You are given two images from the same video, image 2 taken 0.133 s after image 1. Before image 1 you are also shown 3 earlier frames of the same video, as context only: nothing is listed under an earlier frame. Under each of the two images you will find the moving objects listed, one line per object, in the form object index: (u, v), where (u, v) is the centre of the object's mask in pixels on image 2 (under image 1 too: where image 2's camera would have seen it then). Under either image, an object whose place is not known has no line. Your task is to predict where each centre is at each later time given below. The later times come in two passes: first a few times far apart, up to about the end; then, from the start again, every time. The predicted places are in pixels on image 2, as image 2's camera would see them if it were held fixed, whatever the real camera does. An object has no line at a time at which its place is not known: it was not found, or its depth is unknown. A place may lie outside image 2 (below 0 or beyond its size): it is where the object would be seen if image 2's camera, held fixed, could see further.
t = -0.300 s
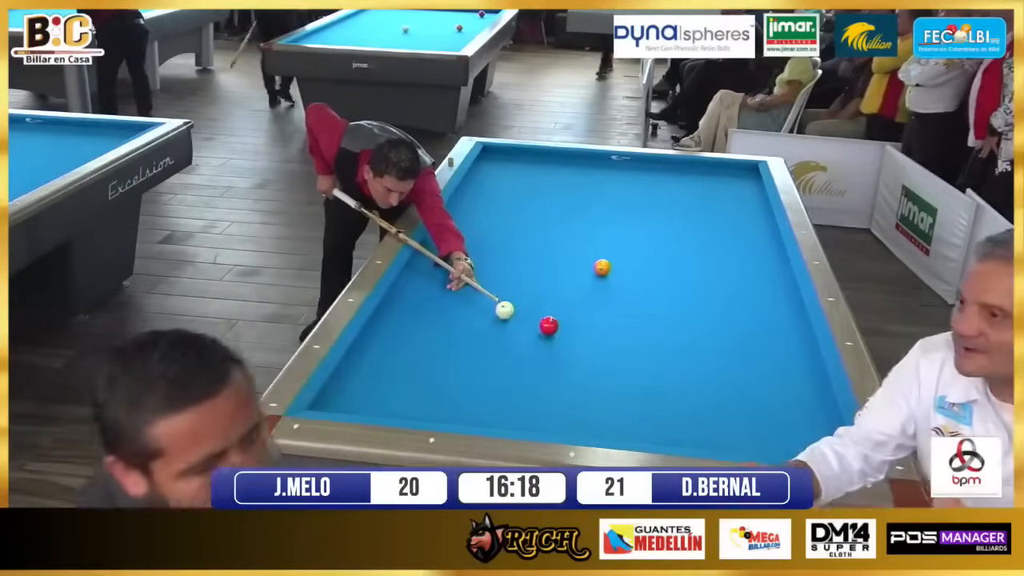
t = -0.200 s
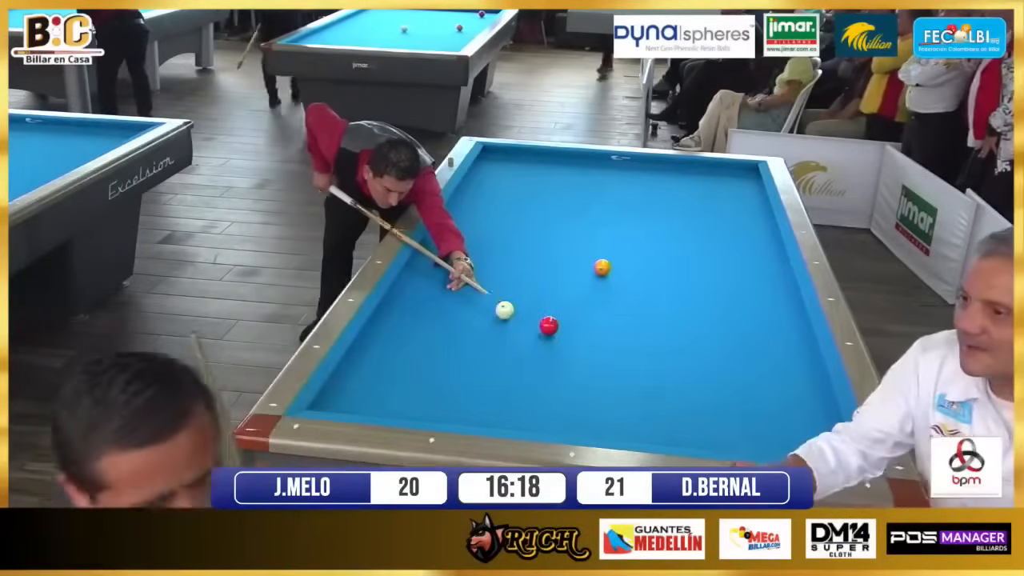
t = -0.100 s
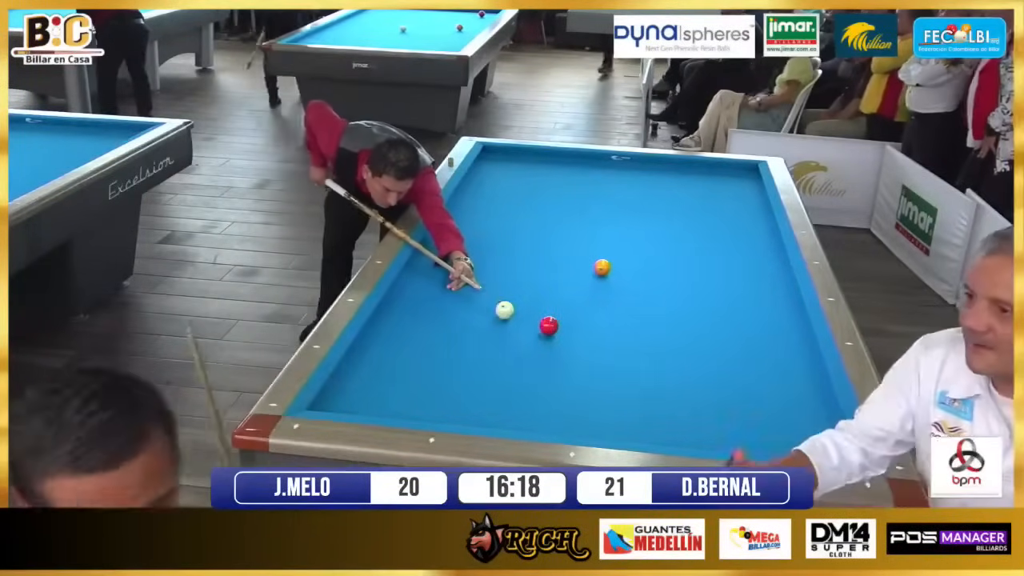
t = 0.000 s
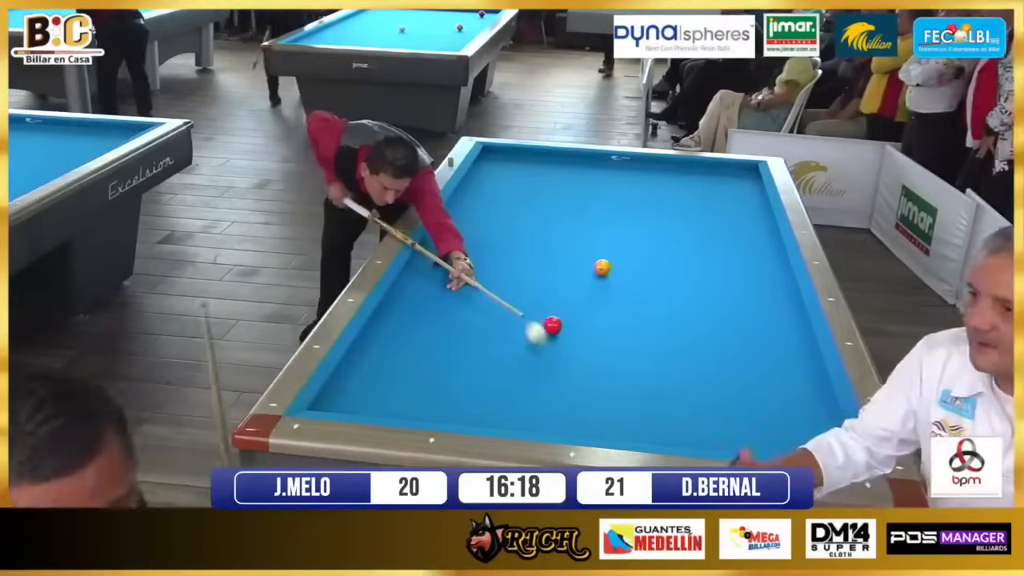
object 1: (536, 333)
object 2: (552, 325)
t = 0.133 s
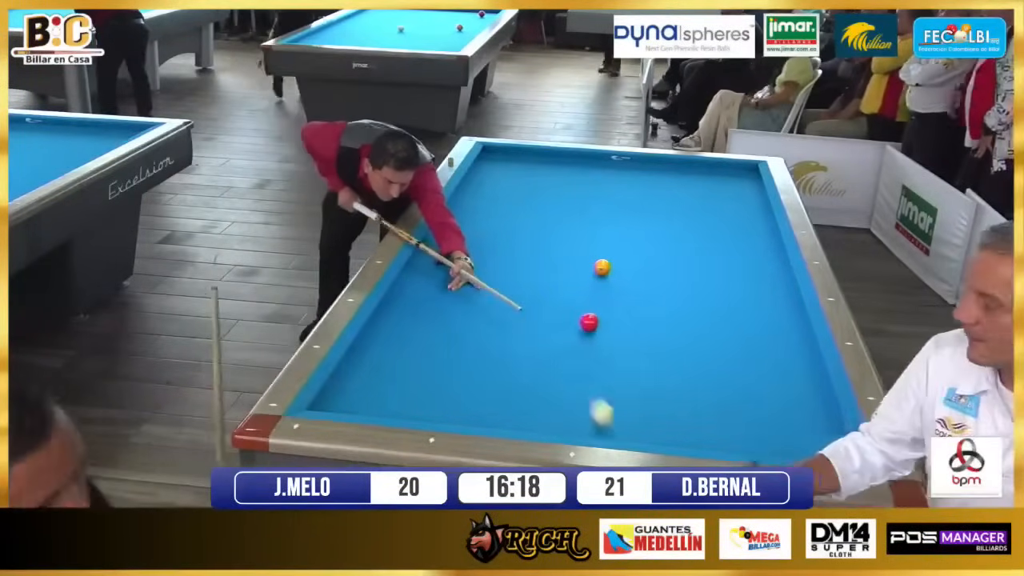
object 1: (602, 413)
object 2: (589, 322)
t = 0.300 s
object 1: (695, 384)
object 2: (626, 319)
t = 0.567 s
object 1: (794, 308)
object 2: (683, 315)
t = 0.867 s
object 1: (698, 248)
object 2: (744, 310)
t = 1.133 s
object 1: (643, 210)
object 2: (796, 305)
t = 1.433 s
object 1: (594, 176)
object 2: (759, 297)
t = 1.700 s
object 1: (556, 153)
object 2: (729, 290)
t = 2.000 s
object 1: (484, 166)
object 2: (697, 283)
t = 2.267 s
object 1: (500, 183)
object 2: (671, 276)
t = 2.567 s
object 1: (532, 203)
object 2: (643, 270)
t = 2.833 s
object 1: (562, 223)
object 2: (619, 264)
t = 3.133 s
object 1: (600, 247)
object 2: (593, 258)
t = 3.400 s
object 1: (639, 274)
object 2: (573, 253)
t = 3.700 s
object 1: (688, 307)
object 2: (551, 248)
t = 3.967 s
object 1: (738, 340)
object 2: (533, 243)
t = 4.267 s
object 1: (803, 383)
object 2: (513, 239)
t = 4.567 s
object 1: (809, 419)
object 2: (495, 234)
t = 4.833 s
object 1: (790, 448)
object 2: (480, 231)
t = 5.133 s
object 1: (771, 434)
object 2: (465, 227)
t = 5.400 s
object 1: (757, 417)
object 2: (451, 224)
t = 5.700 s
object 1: (742, 398)
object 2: (443, 221)
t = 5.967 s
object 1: (731, 383)
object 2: (451, 220)
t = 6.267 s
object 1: (718, 368)
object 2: (460, 219)
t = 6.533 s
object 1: (708, 355)
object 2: (468, 216)
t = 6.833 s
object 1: (699, 342)
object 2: (474, 219)
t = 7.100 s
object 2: (480, 218)
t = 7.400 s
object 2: (485, 218)
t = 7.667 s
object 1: (675, 312)
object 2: (490, 218)
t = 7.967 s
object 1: (668, 304)
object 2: (494, 218)
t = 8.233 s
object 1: (662, 296)
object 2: (497, 218)
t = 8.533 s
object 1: (656, 289)
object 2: (499, 218)
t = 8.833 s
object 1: (651, 282)
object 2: (500, 218)
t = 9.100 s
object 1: (646, 276)
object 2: (500, 218)
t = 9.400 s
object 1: (641, 270)
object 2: (501, 218)
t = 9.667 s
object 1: (638, 266)
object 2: (501, 218)
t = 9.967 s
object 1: (635, 261)
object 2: (501, 218)
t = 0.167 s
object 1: (622, 432)
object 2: (596, 322)
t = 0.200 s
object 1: (644, 426)
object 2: (604, 321)
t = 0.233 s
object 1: (661, 411)
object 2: (611, 320)
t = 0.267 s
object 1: (678, 397)
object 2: (618, 320)
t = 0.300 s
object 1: (695, 384)
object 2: (626, 319)
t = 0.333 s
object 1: (711, 371)
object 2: (634, 319)
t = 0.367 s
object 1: (725, 360)
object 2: (640, 318)
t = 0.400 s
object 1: (739, 350)
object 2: (647, 317)
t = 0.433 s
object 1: (753, 341)
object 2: (655, 317)
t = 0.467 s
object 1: (766, 332)
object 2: (662, 317)
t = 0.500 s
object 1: (779, 324)
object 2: (669, 316)
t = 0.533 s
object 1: (791, 316)
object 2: (676, 315)
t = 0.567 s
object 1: (794, 308)
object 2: (683, 315)
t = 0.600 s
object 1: (780, 299)
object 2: (690, 314)
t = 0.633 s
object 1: (766, 292)
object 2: (697, 314)
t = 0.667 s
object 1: (754, 285)
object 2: (703, 313)
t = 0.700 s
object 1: (743, 278)
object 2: (710, 313)
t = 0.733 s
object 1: (732, 271)
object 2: (717, 312)
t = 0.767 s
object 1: (723, 265)
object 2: (724, 311)
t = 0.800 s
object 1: (714, 259)
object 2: (730, 311)
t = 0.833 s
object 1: (706, 253)
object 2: (737, 311)
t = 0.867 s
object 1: (698, 248)
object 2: (744, 310)
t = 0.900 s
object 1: (690, 242)
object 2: (750, 309)
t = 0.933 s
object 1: (683, 238)
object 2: (757, 309)
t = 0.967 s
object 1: (676, 233)
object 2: (763, 308)
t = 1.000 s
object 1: (669, 228)
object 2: (770, 308)
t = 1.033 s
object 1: (663, 223)
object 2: (777, 307)
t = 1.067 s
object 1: (656, 218)
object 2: (783, 306)
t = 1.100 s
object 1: (650, 214)
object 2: (789, 306)
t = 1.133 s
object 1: (643, 210)
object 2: (796, 305)
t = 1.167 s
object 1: (638, 206)
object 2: (792, 304)
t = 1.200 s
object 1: (632, 201)
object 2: (787, 303)
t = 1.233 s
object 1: (626, 198)
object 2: (783, 302)
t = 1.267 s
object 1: (620, 194)
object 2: (778, 302)
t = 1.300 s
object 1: (615, 190)
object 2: (774, 301)
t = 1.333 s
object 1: (610, 186)
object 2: (770, 300)
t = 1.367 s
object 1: (604, 183)
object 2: (766, 299)
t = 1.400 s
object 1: (599, 179)
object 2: (762, 298)
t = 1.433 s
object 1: (594, 176)
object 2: (759, 297)
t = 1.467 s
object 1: (589, 172)
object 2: (755, 296)
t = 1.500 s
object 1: (585, 169)
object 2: (751, 295)
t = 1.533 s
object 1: (580, 166)
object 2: (748, 294)
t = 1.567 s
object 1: (576, 163)
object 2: (744, 294)
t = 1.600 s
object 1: (571, 159)
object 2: (740, 293)
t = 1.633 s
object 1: (567, 156)
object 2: (736, 292)
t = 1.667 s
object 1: (562, 153)
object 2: (732, 291)
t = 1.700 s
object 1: (556, 153)
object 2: (729, 290)
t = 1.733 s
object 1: (547, 155)
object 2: (725, 289)
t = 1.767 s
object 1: (540, 157)
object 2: (722, 288)
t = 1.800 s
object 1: (532, 158)
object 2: (718, 288)
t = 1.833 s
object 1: (524, 160)
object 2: (714, 287)
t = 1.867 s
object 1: (516, 161)
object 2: (711, 286)
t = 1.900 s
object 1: (508, 163)
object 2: (707, 285)
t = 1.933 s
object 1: (500, 164)
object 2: (704, 284)
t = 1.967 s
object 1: (492, 165)
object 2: (701, 283)
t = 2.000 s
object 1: (484, 166)
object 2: (697, 283)
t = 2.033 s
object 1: (476, 168)
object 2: (694, 282)
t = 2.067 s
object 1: (478, 169)
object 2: (690, 281)
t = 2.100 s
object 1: (483, 171)
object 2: (687, 280)
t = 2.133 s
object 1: (487, 174)
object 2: (684, 279)
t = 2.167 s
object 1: (490, 176)
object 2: (680, 279)
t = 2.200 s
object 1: (494, 178)
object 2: (677, 278)
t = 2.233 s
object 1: (497, 180)
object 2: (674, 277)
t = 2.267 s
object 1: (500, 183)
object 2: (671, 276)
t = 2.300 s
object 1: (503, 185)
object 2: (668, 276)
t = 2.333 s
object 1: (507, 187)
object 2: (664, 275)
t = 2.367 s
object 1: (511, 189)
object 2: (661, 274)
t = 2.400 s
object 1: (513, 191)
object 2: (658, 273)
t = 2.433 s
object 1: (517, 194)
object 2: (655, 273)
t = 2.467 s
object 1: (521, 196)
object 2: (652, 272)
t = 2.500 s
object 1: (524, 198)
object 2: (648, 271)
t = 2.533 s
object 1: (528, 201)
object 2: (645, 270)
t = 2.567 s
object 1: (532, 203)
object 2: (643, 270)
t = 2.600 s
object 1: (535, 205)
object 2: (640, 269)
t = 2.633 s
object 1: (539, 208)
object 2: (637, 268)
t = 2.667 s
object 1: (542, 210)
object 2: (634, 268)
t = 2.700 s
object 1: (546, 213)
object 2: (630, 267)
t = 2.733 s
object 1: (550, 215)
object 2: (628, 266)
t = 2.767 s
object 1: (554, 218)
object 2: (625, 265)
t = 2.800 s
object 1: (558, 221)
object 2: (622, 265)
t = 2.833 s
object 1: (562, 223)
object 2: (619, 264)
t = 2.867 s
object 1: (566, 226)
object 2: (617, 264)
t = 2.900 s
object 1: (570, 229)
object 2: (615, 263)
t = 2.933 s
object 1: (574, 231)
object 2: (612, 261)
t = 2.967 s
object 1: (579, 234)
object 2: (610, 260)
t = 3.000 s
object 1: (583, 237)
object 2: (607, 258)
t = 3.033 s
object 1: (587, 240)
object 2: (603, 257)
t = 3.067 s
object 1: (592, 243)
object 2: (599, 257)
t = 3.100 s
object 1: (596, 245)
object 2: (595, 258)
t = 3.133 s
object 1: (600, 247)
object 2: (593, 258)
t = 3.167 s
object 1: (605, 251)
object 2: (591, 257)
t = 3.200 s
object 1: (610, 254)
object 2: (589, 257)
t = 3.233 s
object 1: (614, 257)
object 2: (586, 256)
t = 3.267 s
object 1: (619, 261)
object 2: (583, 256)
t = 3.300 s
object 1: (624, 264)
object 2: (581, 255)
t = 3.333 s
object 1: (629, 268)
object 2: (578, 255)
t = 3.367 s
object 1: (634, 271)
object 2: (576, 254)
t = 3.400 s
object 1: (639, 274)
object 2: (573, 253)
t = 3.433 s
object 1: (644, 278)
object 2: (571, 253)
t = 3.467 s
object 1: (649, 281)
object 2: (568, 252)
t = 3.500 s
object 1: (655, 285)
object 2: (566, 252)
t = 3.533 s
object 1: (660, 288)
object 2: (563, 251)
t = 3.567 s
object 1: (666, 292)
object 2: (561, 250)
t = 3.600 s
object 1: (671, 295)
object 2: (558, 250)
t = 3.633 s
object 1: (677, 299)
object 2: (556, 249)
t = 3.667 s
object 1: (682, 303)
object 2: (553, 249)
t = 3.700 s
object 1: (688, 307)
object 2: (551, 248)
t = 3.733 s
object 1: (694, 311)
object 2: (549, 248)
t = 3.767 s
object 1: (700, 315)
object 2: (546, 247)
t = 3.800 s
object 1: (706, 319)
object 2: (544, 246)
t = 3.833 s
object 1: (712, 323)
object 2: (542, 246)
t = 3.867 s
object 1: (718, 327)
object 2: (540, 245)
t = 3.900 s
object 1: (725, 331)
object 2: (537, 245)
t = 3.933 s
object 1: (731, 336)
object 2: (535, 244)
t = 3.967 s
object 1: (738, 340)
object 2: (533, 243)
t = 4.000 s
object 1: (744, 345)
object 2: (530, 243)
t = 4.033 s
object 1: (751, 349)
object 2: (528, 242)
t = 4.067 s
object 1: (758, 354)
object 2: (526, 242)
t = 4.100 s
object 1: (765, 358)
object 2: (524, 241)
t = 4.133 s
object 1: (773, 363)
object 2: (522, 241)
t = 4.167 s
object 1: (779, 368)
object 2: (520, 240)
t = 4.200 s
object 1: (788, 373)
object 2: (518, 240)
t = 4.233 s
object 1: (794, 378)
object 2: (515, 239)
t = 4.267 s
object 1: (803, 383)
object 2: (513, 239)
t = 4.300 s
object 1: (809, 388)
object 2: (511, 238)
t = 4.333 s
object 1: (818, 394)
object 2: (509, 238)
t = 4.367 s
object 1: (826, 399)
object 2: (507, 238)
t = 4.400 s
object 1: (823, 402)
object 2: (505, 237)
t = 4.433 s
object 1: (819, 406)
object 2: (503, 237)
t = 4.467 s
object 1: (816, 409)
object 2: (501, 236)
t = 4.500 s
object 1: (814, 412)
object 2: (499, 236)
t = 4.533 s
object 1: (812, 416)
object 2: (497, 235)
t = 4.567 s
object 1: (809, 419)
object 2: (495, 234)
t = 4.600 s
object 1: (807, 423)
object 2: (493, 234)
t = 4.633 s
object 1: (804, 427)
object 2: (491, 234)
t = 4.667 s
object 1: (802, 430)
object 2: (489, 233)
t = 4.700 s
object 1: (800, 434)
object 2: (487, 233)
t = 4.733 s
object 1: (797, 437)
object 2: (485, 232)
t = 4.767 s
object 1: (795, 441)
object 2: (484, 232)
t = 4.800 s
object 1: (793, 445)
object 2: (482, 231)
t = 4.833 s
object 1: (790, 448)
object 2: (480, 231)
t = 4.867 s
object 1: (787, 451)
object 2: (478, 230)
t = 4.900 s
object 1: (785, 451)
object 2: (476, 230)
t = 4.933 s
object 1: (783, 449)
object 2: (475, 230)
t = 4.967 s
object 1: (781, 447)
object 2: (473, 229)
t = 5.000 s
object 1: (779, 445)
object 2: (471, 228)
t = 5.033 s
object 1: (777, 442)
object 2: (470, 228)
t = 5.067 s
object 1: (775, 440)
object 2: (468, 228)
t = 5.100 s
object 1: (773, 437)
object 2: (466, 227)
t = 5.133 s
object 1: (771, 434)
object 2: (465, 227)
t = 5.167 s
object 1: (769, 432)
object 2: (463, 226)
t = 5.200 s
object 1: (768, 430)
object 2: (461, 226)
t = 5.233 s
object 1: (766, 427)
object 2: (460, 226)
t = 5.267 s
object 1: (764, 425)
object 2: (458, 225)
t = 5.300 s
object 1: (762, 423)
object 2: (456, 225)
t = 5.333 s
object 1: (760, 421)
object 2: (455, 225)
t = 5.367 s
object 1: (759, 419)
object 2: (453, 224)
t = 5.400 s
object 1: (757, 417)
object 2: (451, 224)
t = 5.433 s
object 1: (755, 415)
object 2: (450, 224)
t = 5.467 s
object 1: (754, 412)
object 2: (448, 223)
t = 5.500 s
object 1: (752, 410)
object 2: (447, 223)
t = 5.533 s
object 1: (750, 408)
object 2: (445, 222)
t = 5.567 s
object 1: (749, 406)
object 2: (443, 222)
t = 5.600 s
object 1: (747, 404)
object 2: (442, 221)
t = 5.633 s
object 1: (745, 402)
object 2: (441, 221)
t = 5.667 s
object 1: (744, 400)
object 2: (442, 221)
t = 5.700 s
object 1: (742, 398)
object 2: (443, 221)
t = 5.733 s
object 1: (741, 396)
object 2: (444, 221)
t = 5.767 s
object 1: (739, 394)
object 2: (445, 220)
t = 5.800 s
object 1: (738, 392)
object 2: (446, 220)
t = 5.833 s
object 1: (736, 390)
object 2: (447, 220)
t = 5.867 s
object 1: (735, 388)
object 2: (448, 220)
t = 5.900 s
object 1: (733, 387)
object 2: (449, 220)
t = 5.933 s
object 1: (732, 385)
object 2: (451, 220)
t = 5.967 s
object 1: (731, 383)
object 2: (451, 220)
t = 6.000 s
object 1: (729, 381)
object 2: (453, 220)
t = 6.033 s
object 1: (728, 379)
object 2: (454, 220)
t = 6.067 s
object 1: (727, 378)
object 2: (454, 220)
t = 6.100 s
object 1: (725, 376)
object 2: (456, 220)
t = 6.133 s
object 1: (723, 374)
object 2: (456, 220)
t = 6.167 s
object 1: (722, 372)
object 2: (457, 220)
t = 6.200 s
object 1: (721, 371)
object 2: (458, 220)
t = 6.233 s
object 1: (720, 370)
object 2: (459, 219)
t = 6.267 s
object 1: (718, 368)
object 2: (460, 219)
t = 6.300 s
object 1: (717, 366)
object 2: (461, 219)
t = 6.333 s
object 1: (716, 365)
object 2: (462, 219)
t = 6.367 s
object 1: (714, 363)
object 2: (463, 219)
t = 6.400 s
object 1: (713, 361)
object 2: (464, 219)
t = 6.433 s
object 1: (712, 360)
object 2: (464, 219)
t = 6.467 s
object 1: (711, 358)
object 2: (465, 219)
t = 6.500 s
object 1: (709, 357)
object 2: (467, 219)
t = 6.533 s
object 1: (708, 355)
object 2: (468, 216)
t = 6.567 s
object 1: (707, 354)
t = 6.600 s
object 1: (706, 352)
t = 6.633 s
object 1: (705, 351)
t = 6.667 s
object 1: (704, 349)
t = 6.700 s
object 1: (703, 348)
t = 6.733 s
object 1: (702, 346)
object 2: (471, 218)
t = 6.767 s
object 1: (701, 345)
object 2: (473, 219)
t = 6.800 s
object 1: (700, 344)
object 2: (473, 219)
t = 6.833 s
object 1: (699, 342)
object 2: (474, 219)
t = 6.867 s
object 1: (698, 341)
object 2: (475, 219)
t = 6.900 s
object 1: (697, 340)
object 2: (476, 219)
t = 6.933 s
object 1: (695, 339)
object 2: (476, 219)
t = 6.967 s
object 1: (695, 337)
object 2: (477, 219)
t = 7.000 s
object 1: (693, 336)
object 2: (478, 219)
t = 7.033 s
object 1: (694, 334)
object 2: (478, 219)
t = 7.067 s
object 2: (479, 219)
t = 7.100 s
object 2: (480, 218)
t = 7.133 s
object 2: (481, 218)
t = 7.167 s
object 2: (481, 219)
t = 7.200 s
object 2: (482, 218)
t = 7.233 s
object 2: (482, 218)
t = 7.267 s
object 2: (483, 219)
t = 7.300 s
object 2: (484, 218)
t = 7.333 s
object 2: (484, 219)
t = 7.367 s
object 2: (485, 218)
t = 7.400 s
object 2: (485, 218)
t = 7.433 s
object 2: (486, 218)
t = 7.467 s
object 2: (487, 218)
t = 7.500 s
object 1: (677, 310)
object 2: (487, 218)
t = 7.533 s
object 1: (676, 310)
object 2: (488, 218)
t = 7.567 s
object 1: (676, 311)
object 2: (488, 218)
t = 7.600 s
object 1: (675, 311)
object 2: (489, 218)
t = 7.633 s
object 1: (675, 312)
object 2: (489, 218)
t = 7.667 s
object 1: (675, 312)
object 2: (490, 218)
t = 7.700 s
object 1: (674, 312)
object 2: (490, 218)
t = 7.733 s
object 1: (673, 310)
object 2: (491, 218)
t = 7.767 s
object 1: (673, 309)
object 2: (491, 218)
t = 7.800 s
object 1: (672, 309)
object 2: (491, 218)
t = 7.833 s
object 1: (671, 307)
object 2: (492, 218)
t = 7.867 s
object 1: (670, 307)
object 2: (493, 218)
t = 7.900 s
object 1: (669, 306)
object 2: (493, 218)
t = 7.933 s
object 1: (669, 304)
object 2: (494, 218)
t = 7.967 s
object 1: (668, 304)
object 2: (494, 218)
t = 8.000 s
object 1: (667, 303)
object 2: (494, 218)
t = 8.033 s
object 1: (666, 302)
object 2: (495, 218)
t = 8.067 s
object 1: (666, 301)
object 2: (495, 218)
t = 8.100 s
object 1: (665, 300)
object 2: (496, 218)
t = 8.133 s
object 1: (664, 299)
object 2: (496, 218)
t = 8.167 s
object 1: (664, 298)
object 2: (496, 218)
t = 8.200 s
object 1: (663, 297)
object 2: (497, 218)
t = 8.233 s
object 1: (662, 296)
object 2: (497, 218)
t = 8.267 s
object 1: (661, 295)
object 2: (497, 218)
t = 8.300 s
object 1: (661, 294)
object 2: (497, 218)
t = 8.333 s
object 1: (660, 294)
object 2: (498, 218)
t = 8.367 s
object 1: (659, 293)
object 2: (498, 218)
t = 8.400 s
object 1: (659, 292)
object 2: (498, 218)
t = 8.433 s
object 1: (658, 291)
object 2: (498, 218)
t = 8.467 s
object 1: (657, 290)
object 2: (499, 218)
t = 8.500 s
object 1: (656, 289)
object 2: (499, 218)
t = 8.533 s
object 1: (656, 289)
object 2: (499, 218)
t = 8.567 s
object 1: (655, 288)
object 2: (499, 218)
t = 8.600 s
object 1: (655, 287)
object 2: (499, 218)
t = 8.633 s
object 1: (654, 286)
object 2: (500, 218)
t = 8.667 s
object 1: (654, 286)
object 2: (500, 218)
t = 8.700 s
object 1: (653, 285)
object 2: (500, 218)
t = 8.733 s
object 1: (653, 284)
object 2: (500, 218)
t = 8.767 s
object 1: (652, 283)
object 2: (500, 218)
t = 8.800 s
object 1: (652, 282)
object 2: (500, 218)
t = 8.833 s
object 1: (651, 282)
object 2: (500, 218)
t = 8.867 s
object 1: (650, 281)
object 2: (500, 218)
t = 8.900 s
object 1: (650, 280)
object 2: (500, 218)
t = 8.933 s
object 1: (649, 279)
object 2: (500, 218)
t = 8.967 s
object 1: (649, 279)
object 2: (500, 218)
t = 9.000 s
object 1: (648, 278)
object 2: (500, 218)
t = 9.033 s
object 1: (647, 278)
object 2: (500, 218)
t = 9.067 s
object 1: (647, 277)
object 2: (500, 218)
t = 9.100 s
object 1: (646, 276)
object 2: (500, 218)
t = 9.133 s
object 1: (646, 275)
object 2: (501, 218)
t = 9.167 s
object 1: (645, 275)
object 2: (501, 218)
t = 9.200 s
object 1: (644, 274)
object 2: (501, 218)
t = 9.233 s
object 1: (644, 273)
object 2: (501, 218)
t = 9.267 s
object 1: (643, 273)
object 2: (501, 218)
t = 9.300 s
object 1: (643, 272)
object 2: (501, 218)
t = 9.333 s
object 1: (643, 272)
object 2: (501, 218)
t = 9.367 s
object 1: (642, 271)
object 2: (501, 218)
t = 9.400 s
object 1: (641, 270)
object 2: (501, 218)
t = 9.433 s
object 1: (641, 270)
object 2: (501, 218)
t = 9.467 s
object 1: (641, 270)
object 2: (501, 218)
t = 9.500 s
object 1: (640, 269)
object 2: (501, 218)
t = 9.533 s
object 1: (640, 268)
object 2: (501, 218)
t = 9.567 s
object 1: (639, 268)
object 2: (501, 218)
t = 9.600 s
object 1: (639, 267)
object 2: (501, 218)
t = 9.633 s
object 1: (639, 267)
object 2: (501, 218)
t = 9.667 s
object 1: (638, 266)
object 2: (501, 218)
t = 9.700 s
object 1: (638, 265)
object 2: (501, 218)
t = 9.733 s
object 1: (637, 265)
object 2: (501, 218)
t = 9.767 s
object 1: (637, 264)
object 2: (501, 218)
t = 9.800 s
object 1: (636, 264)
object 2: (501, 218)
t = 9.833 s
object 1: (636, 263)
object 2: (501, 218)
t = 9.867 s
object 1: (636, 262)
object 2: (501, 218)
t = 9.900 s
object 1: (635, 262)
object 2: (501, 218)
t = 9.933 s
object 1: (635, 261)
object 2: (501, 218)
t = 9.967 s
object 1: (635, 261)
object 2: (501, 218)
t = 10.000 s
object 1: (634, 260)
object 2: (501, 218)
